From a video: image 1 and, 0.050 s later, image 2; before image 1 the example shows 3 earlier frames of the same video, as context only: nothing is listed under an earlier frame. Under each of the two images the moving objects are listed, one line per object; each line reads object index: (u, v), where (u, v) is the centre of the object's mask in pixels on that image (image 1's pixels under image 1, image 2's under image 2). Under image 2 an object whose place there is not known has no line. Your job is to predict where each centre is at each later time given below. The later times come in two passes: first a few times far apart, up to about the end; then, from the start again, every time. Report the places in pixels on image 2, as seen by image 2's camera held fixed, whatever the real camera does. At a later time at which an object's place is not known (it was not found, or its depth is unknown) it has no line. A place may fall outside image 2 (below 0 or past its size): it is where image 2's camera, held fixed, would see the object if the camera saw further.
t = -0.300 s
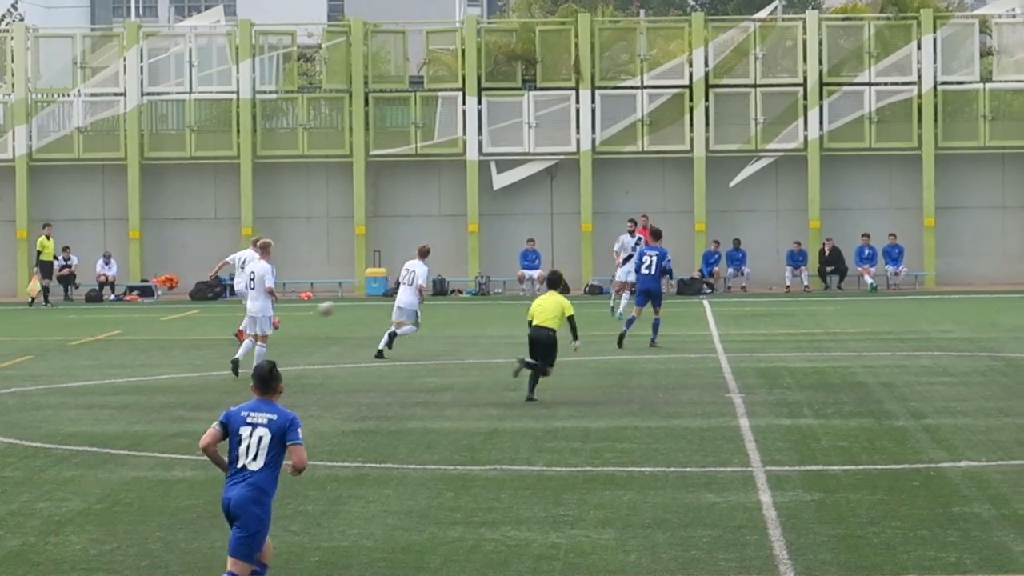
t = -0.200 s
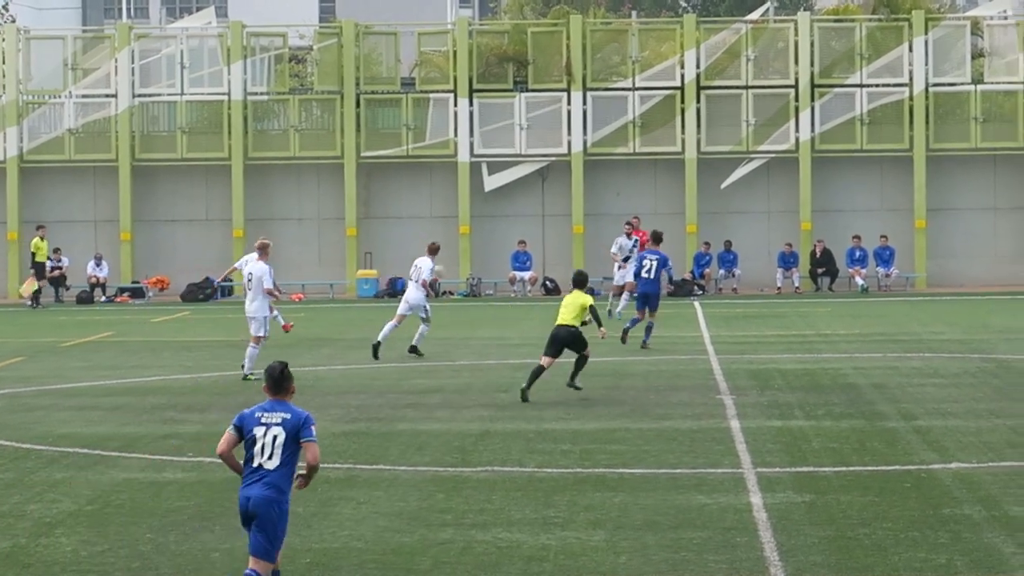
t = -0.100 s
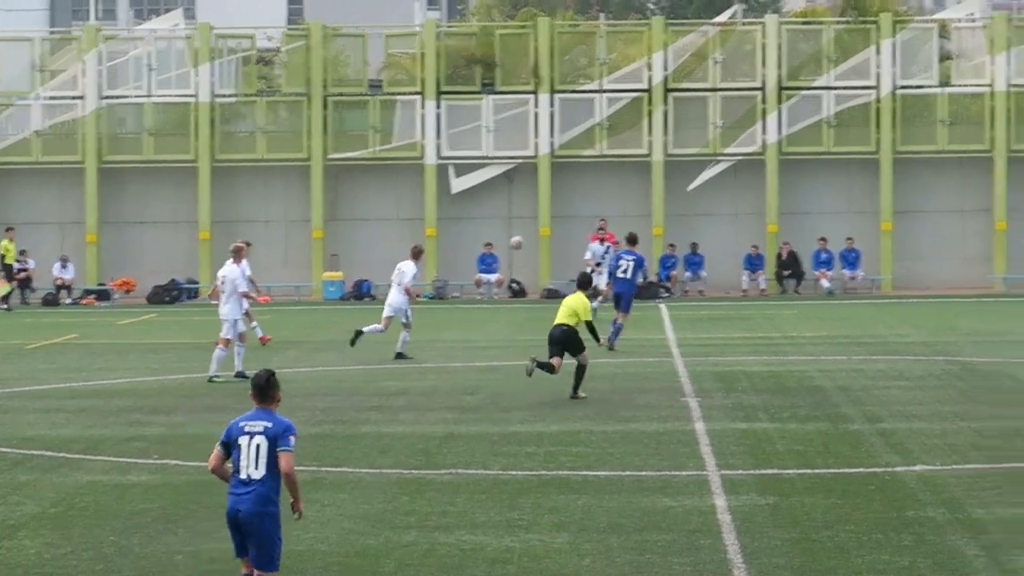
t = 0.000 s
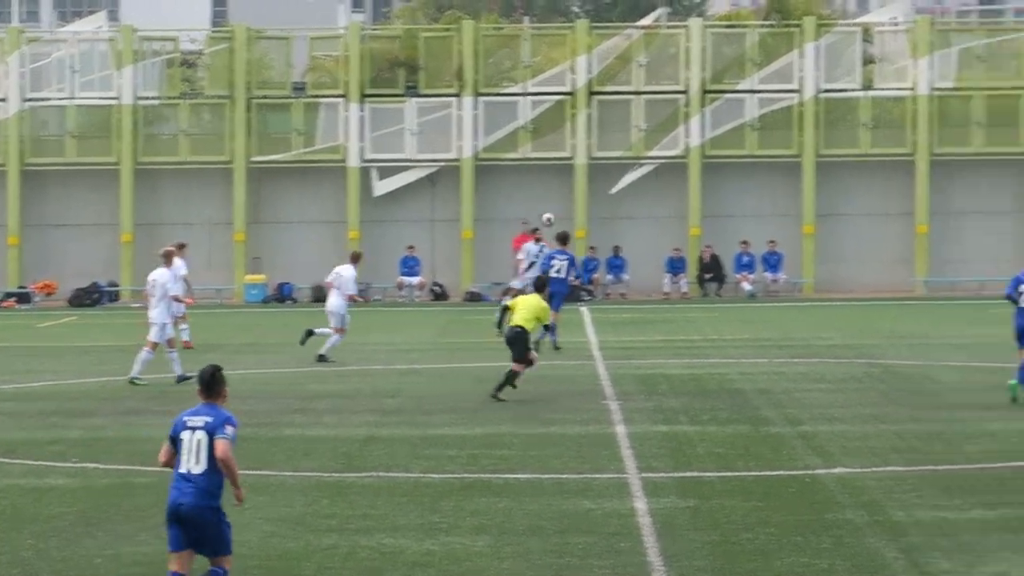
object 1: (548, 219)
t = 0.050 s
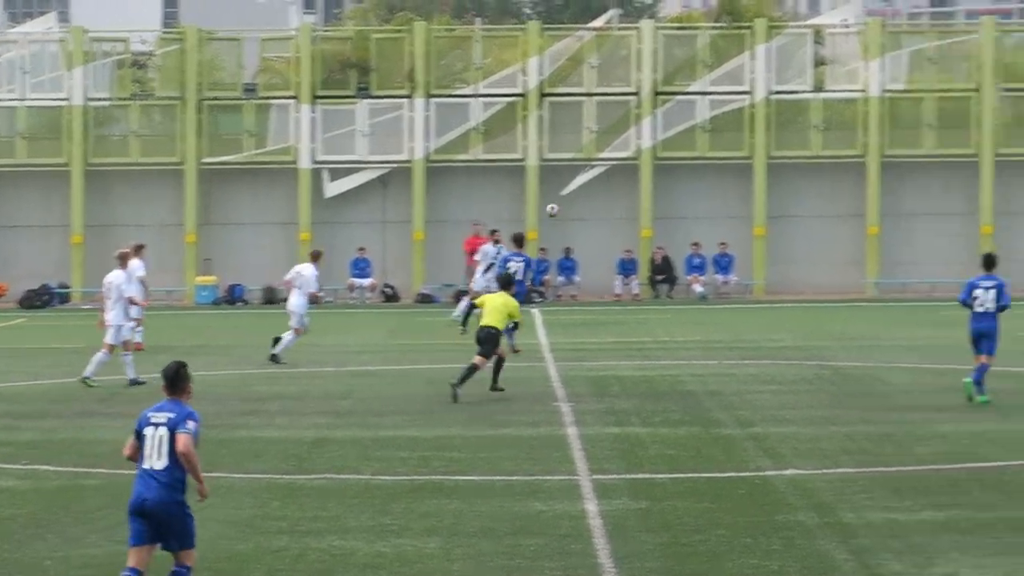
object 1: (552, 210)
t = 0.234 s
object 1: (734, 181)
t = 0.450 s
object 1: (937, 166)
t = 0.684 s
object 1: (1147, 173)
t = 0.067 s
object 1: (570, 206)
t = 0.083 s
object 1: (586, 203)
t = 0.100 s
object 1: (603, 200)
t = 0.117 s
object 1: (620, 197)
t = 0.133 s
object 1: (636, 195)
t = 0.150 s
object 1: (653, 192)
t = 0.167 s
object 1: (668, 189)
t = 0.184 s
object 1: (686, 187)
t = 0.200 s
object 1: (702, 185)
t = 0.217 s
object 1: (717, 183)
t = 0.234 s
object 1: (734, 181)
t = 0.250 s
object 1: (750, 179)
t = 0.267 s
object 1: (765, 177)
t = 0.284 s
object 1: (781, 175)
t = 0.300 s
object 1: (796, 174)
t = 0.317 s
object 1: (812, 173)
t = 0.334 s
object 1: (828, 172)
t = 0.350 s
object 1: (843, 170)
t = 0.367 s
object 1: (859, 169)
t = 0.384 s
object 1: (875, 168)
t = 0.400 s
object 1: (891, 167)
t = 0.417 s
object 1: (906, 167)
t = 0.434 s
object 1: (921, 167)
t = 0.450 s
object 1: (937, 166)
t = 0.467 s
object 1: (952, 166)
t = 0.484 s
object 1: (966, 166)
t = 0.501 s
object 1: (982, 166)
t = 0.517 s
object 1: (998, 166)
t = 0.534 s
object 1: (1012, 166)
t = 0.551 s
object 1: (1027, 166)
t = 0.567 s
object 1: (1042, 166)
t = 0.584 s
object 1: (1058, 167)
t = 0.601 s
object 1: (1073, 168)
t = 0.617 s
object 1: (1088, 168)
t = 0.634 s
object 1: (1102, 169)
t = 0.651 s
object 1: (1118, 170)
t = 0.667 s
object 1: (1132, 171)
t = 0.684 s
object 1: (1147, 173)
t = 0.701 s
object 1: (1162, 174)
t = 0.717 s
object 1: (1177, 175)
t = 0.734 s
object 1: (1192, 177)
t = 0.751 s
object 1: (1206, 178)
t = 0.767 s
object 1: (1221, 180)
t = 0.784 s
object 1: (1236, 182)
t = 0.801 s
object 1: (1249, 184)
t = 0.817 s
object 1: (1264, 185)
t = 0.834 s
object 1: (1280, 188)
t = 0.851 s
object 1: (1295, 189)
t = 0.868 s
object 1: (1309, 191)
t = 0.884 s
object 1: (1323, 194)
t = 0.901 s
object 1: (1338, 197)
